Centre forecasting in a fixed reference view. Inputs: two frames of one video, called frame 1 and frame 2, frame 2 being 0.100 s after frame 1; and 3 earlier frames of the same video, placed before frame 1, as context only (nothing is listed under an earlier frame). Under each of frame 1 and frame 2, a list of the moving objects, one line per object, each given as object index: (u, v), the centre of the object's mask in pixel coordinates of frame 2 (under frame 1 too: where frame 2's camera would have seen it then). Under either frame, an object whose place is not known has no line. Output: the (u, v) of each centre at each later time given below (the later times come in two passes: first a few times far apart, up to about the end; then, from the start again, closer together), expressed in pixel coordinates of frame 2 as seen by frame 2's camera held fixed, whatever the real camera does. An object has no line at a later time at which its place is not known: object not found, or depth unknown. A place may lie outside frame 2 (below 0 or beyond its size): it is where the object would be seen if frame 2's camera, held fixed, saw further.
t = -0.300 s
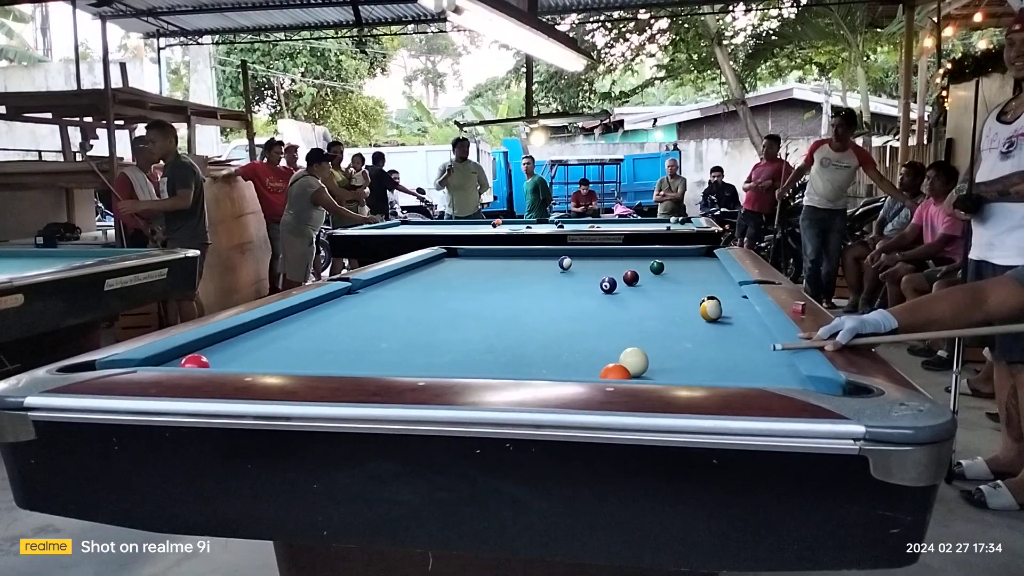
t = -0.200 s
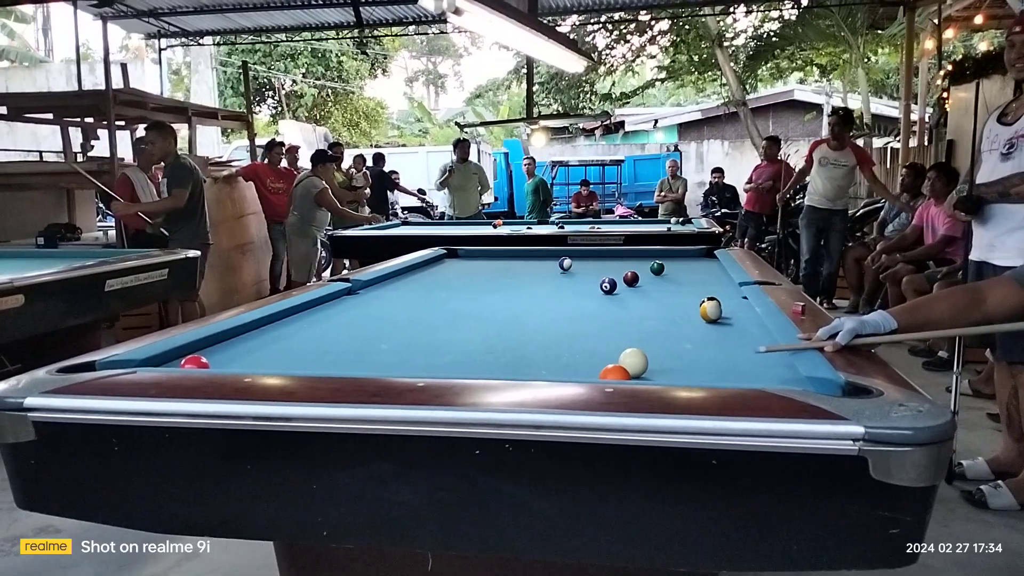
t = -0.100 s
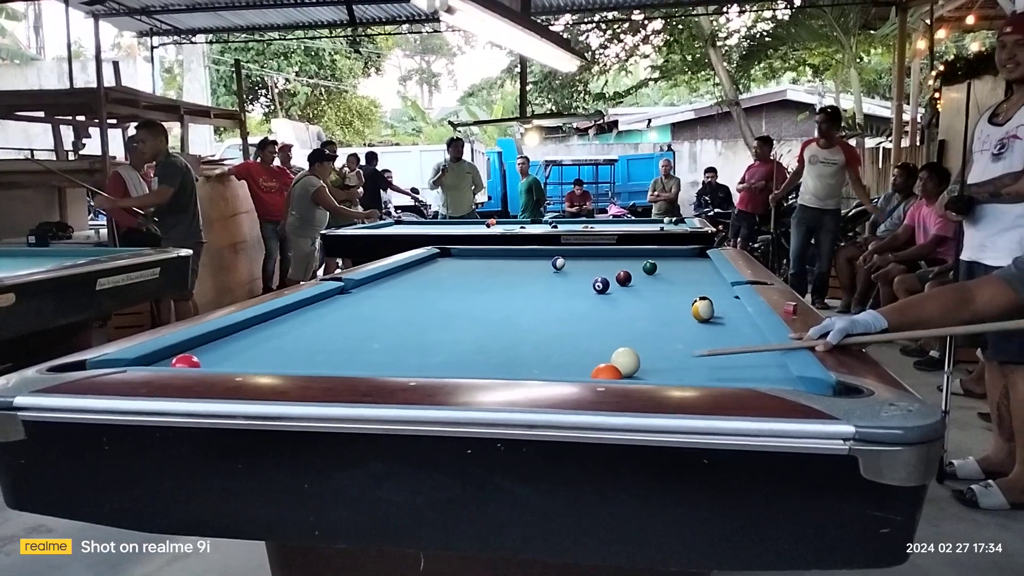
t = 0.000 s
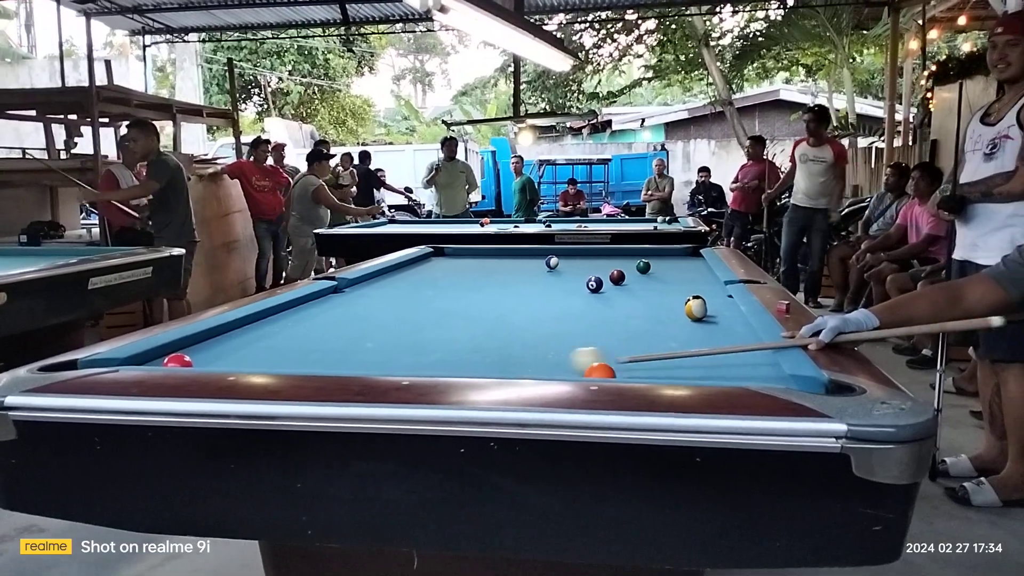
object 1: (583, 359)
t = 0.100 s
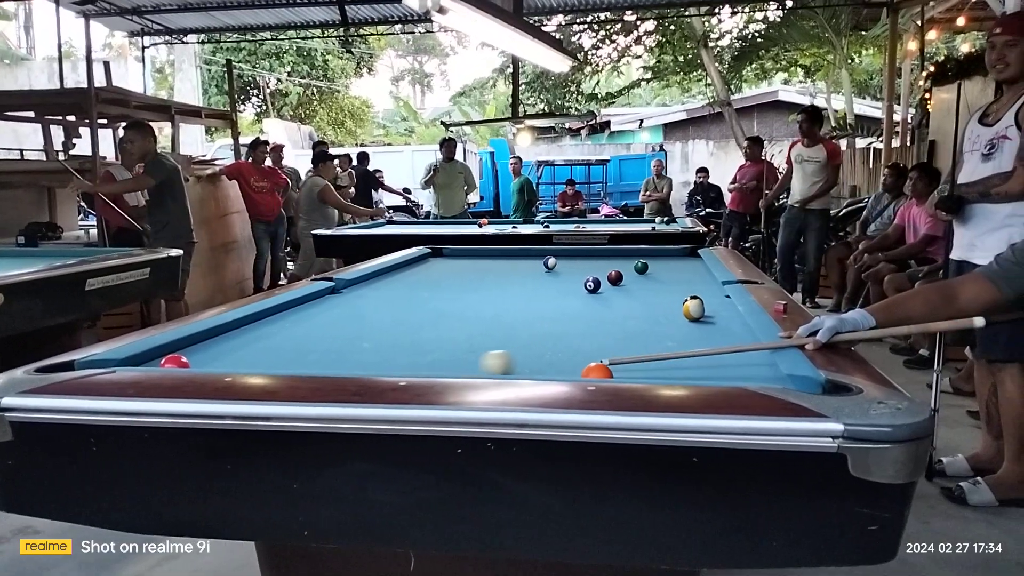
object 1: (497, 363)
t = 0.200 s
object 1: (420, 363)
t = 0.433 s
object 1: (246, 364)
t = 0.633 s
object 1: (196, 361)
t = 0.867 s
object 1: (174, 359)
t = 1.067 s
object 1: (155, 356)
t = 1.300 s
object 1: (171, 353)
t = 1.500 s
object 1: (195, 348)
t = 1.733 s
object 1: (220, 343)
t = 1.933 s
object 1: (239, 339)
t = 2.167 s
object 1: (259, 335)
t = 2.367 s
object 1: (274, 333)
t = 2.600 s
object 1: (289, 330)
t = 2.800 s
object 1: (299, 327)
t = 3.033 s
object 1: (310, 325)
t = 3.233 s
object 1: (318, 324)
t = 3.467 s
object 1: (327, 322)
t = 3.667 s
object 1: (332, 321)
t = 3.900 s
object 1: (338, 320)
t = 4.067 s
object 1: (340, 320)
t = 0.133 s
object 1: (470, 363)
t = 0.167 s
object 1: (444, 363)
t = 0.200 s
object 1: (420, 363)
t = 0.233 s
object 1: (394, 364)
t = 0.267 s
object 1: (370, 364)
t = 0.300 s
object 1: (345, 364)
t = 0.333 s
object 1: (318, 364)
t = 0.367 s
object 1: (294, 364)
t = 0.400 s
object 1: (269, 364)
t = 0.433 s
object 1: (246, 364)
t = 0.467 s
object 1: (229, 363)
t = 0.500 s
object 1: (212, 363)
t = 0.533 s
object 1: (202, 362)
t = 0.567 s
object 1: (202, 362)
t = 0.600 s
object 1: (200, 362)
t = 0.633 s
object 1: (196, 361)
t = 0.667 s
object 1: (193, 361)
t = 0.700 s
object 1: (190, 361)
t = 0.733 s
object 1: (186, 360)
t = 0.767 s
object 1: (183, 360)
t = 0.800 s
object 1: (180, 359)
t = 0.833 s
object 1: (176, 359)
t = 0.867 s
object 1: (174, 359)
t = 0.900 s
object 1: (170, 358)
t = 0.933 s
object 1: (167, 358)
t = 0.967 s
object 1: (164, 358)
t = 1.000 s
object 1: (161, 357)
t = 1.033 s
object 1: (158, 357)
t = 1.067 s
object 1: (155, 356)
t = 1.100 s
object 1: (153, 356)
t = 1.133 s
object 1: (150, 356)
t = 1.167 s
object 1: (153, 355)
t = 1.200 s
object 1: (158, 354)
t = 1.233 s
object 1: (162, 354)
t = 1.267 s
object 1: (167, 353)
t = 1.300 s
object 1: (171, 353)
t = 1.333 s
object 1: (175, 352)
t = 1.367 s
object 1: (180, 351)
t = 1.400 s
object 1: (184, 350)
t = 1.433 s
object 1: (187, 349)
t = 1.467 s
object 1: (191, 349)
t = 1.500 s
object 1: (195, 348)
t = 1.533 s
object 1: (199, 347)
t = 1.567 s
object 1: (203, 346)
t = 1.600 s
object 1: (206, 346)
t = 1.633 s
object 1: (210, 345)
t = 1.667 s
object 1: (213, 344)
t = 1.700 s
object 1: (217, 344)
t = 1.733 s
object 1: (220, 343)
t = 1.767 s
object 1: (223, 342)
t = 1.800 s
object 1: (227, 342)
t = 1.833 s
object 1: (230, 341)
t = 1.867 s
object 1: (233, 340)
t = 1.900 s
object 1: (236, 340)
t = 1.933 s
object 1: (239, 339)
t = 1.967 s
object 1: (242, 339)
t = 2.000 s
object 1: (245, 338)
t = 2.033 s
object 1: (248, 337)
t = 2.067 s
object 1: (251, 337)
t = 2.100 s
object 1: (253, 336)
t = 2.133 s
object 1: (256, 336)
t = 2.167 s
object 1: (259, 335)
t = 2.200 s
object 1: (261, 335)
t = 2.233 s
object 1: (264, 334)
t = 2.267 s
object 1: (266, 334)
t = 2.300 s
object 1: (269, 333)
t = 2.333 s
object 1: (271, 333)
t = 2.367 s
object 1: (274, 333)
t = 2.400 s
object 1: (276, 332)
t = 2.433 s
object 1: (278, 332)
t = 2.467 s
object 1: (280, 331)
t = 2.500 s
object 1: (282, 331)
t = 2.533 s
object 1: (284, 330)
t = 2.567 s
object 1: (286, 330)
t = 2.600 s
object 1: (289, 330)
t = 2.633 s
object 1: (290, 329)
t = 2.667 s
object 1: (292, 329)
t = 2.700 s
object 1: (294, 328)
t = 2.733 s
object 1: (296, 328)
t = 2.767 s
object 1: (297, 328)
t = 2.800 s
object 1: (299, 327)
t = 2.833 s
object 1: (301, 327)
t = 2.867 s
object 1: (303, 327)
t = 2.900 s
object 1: (304, 326)
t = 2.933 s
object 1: (306, 326)
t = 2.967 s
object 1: (307, 326)
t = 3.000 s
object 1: (309, 326)
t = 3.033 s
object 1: (310, 325)
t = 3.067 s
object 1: (312, 325)
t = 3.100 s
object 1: (313, 325)
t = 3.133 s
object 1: (315, 325)
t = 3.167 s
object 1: (316, 324)
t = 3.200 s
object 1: (317, 324)
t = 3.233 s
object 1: (318, 324)
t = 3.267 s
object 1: (319, 324)
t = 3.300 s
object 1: (321, 323)
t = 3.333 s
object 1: (322, 323)
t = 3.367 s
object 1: (323, 323)
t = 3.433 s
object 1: (326, 322)
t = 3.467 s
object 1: (327, 322)
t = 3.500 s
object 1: (328, 322)
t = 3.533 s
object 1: (329, 322)
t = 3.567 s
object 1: (330, 322)
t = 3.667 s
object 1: (332, 321)
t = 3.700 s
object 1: (333, 321)
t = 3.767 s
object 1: (335, 321)
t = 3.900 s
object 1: (338, 320)
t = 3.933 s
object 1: (338, 320)
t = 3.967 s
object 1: (339, 320)
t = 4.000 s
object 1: (339, 320)
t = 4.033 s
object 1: (340, 320)
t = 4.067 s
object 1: (340, 320)
